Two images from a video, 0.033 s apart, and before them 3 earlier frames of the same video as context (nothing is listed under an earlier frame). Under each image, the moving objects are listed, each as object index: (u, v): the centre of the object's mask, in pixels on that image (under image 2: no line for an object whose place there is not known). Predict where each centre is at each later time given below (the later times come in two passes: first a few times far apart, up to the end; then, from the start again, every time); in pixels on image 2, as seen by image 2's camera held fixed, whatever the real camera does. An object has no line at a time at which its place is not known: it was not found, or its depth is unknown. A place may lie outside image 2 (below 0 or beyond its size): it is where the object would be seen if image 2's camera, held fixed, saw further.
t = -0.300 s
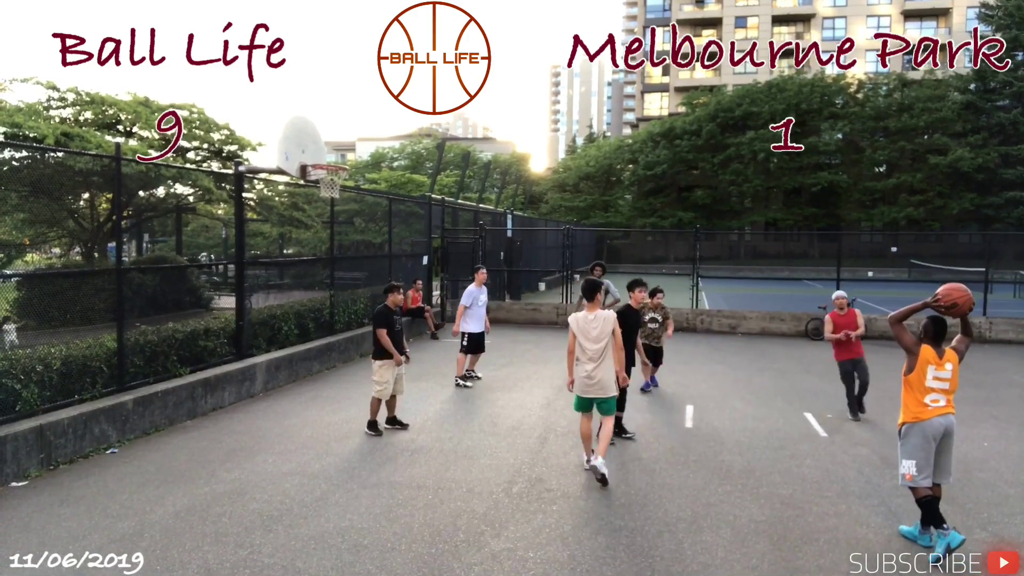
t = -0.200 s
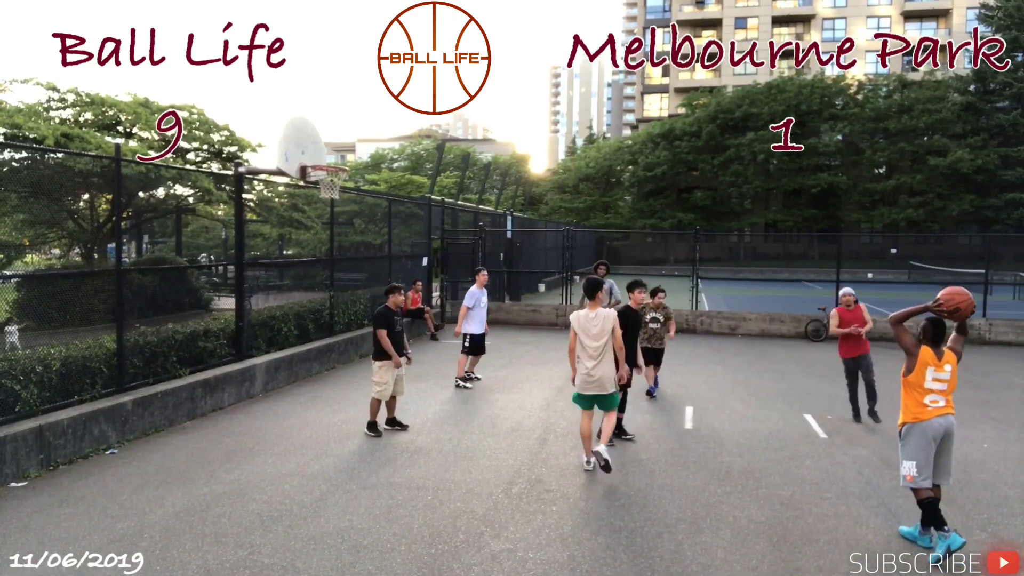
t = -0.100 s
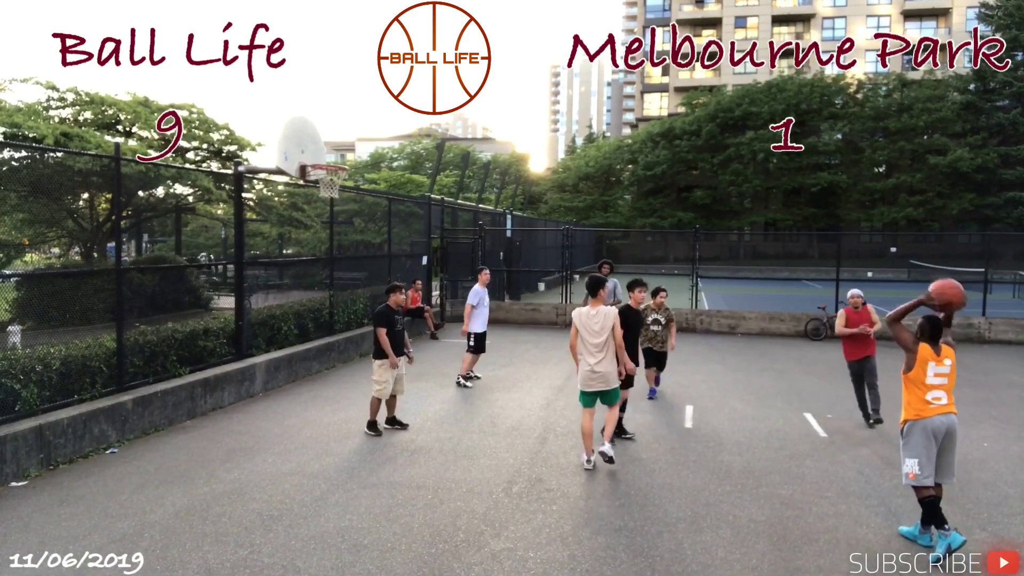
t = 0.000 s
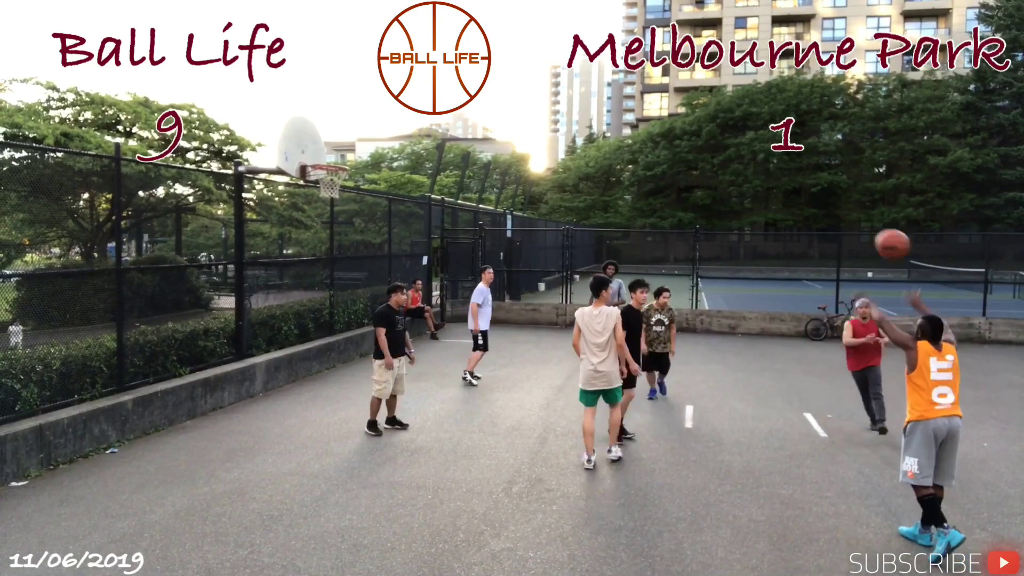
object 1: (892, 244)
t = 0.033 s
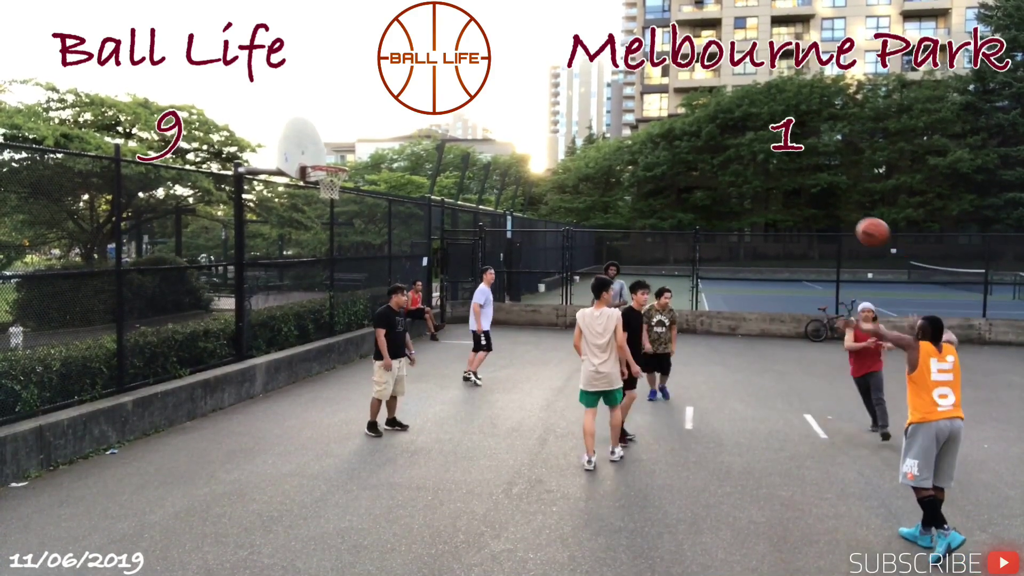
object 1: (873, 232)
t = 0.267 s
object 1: (772, 196)
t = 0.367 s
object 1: (743, 199)
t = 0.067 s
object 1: (854, 221)
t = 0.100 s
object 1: (839, 213)
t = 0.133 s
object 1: (823, 207)
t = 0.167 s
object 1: (809, 202)
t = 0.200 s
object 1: (796, 199)
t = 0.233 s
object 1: (783, 197)
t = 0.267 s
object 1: (772, 196)
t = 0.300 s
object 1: (762, 196)
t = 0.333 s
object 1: (752, 197)
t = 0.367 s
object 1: (743, 199)
